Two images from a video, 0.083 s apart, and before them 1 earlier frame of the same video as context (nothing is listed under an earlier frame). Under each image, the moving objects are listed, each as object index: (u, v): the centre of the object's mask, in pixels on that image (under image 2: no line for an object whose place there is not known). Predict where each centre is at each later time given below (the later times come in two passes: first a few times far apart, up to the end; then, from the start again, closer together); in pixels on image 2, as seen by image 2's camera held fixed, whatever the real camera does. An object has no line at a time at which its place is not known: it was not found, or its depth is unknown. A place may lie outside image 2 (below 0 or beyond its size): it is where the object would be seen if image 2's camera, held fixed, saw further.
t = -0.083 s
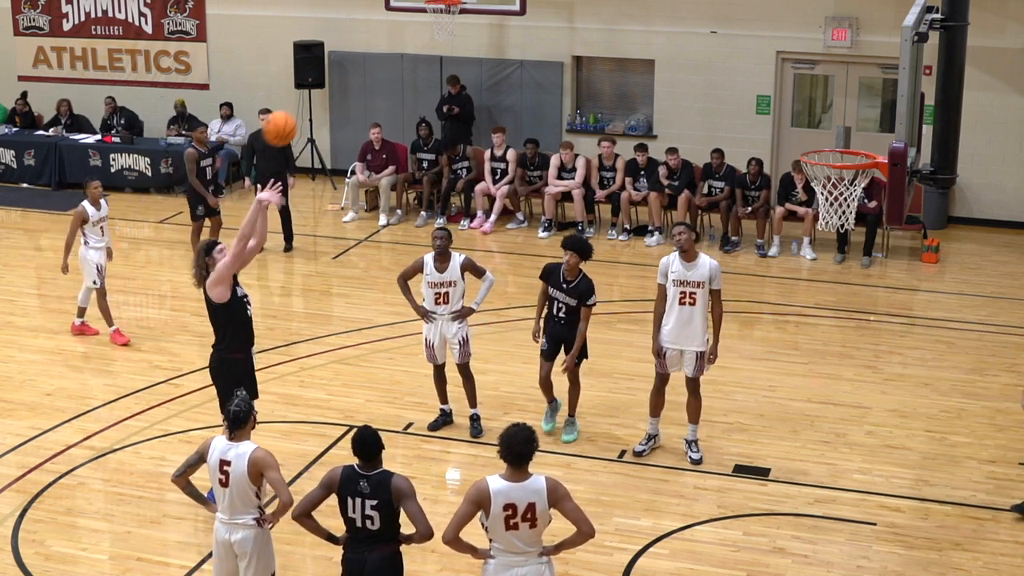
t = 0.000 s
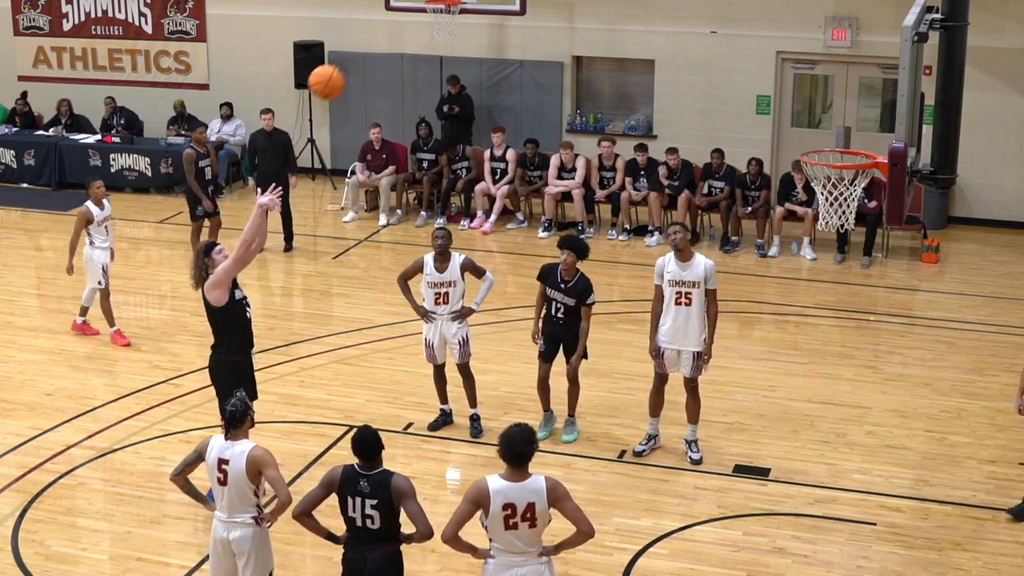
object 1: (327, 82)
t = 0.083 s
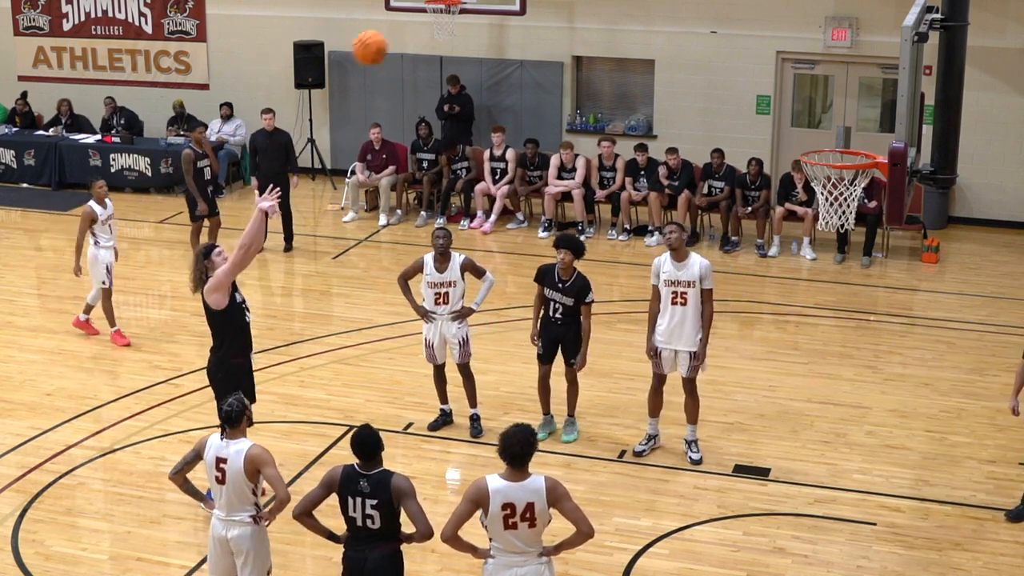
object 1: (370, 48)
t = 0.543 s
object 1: (636, 6)
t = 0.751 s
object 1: (766, 62)
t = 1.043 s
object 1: (875, 99)
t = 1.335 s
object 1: (845, 91)
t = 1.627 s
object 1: (785, 198)
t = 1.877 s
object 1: (729, 376)
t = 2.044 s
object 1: (694, 526)
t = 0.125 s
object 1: (394, 31)
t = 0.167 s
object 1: (414, 20)
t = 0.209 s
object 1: (440, 11)
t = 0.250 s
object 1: (465, 7)
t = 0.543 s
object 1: (636, 6)
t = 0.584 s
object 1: (663, 10)
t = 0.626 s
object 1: (690, 16)
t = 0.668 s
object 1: (711, 26)
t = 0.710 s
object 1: (739, 43)
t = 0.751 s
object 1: (766, 62)
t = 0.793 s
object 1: (788, 79)
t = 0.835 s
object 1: (814, 103)
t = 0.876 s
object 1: (841, 129)
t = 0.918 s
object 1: (851, 128)
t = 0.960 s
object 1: (860, 115)
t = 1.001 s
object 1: (868, 105)
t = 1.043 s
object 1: (875, 99)
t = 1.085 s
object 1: (881, 93)
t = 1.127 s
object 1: (881, 88)
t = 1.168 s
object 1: (877, 84)
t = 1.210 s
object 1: (869, 82)
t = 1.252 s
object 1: (861, 82)
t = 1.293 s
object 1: (854, 85)
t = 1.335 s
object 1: (845, 91)
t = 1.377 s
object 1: (837, 99)
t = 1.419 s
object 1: (829, 108)
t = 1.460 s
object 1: (821, 121)
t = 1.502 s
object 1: (812, 137)
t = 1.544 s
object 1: (804, 152)
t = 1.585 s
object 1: (794, 175)
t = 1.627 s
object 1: (785, 198)
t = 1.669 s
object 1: (777, 219)
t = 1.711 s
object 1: (768, 247)
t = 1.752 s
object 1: (758, 278)
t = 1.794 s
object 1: (750, 304)
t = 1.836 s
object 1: (740, 339)
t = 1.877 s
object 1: (729, 376)
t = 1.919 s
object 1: (722, 408)
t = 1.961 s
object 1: (711, 448)
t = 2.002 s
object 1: (701, 491)
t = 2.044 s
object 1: (694, 526)
